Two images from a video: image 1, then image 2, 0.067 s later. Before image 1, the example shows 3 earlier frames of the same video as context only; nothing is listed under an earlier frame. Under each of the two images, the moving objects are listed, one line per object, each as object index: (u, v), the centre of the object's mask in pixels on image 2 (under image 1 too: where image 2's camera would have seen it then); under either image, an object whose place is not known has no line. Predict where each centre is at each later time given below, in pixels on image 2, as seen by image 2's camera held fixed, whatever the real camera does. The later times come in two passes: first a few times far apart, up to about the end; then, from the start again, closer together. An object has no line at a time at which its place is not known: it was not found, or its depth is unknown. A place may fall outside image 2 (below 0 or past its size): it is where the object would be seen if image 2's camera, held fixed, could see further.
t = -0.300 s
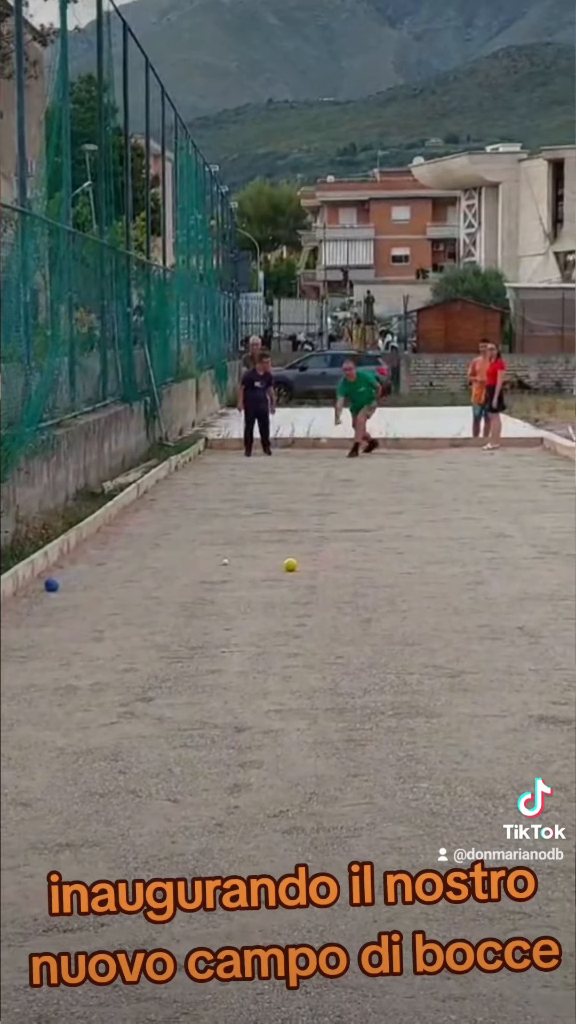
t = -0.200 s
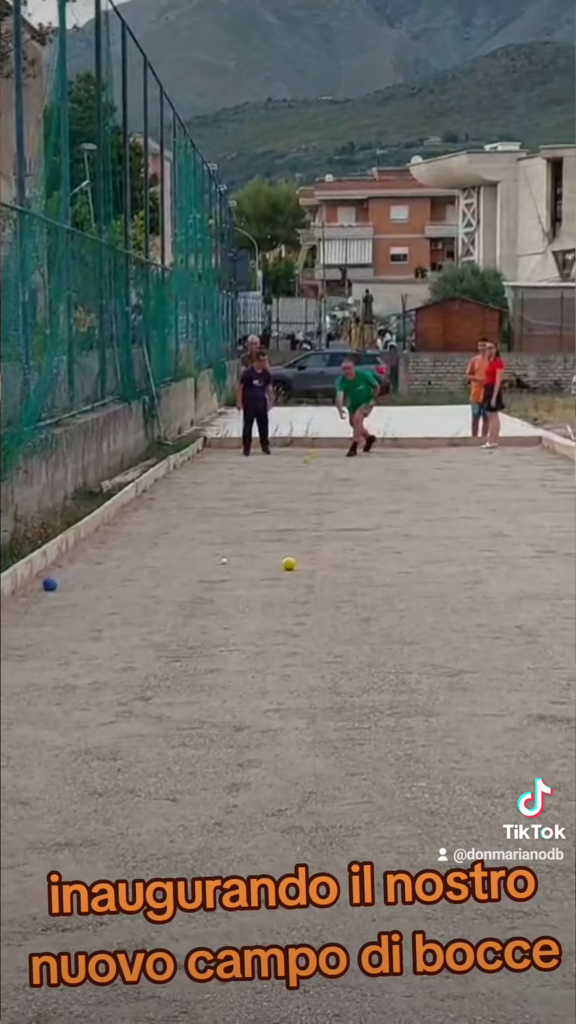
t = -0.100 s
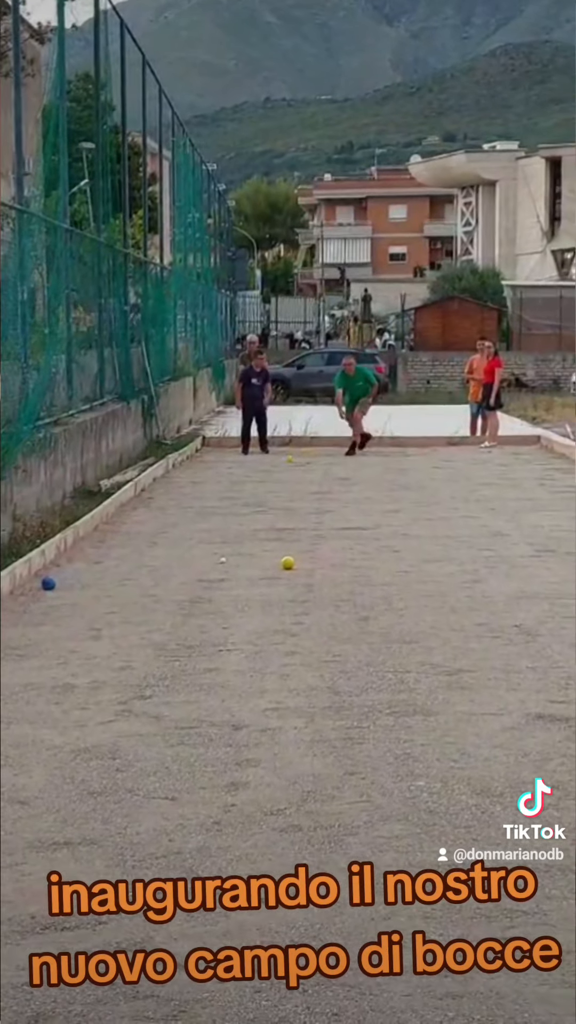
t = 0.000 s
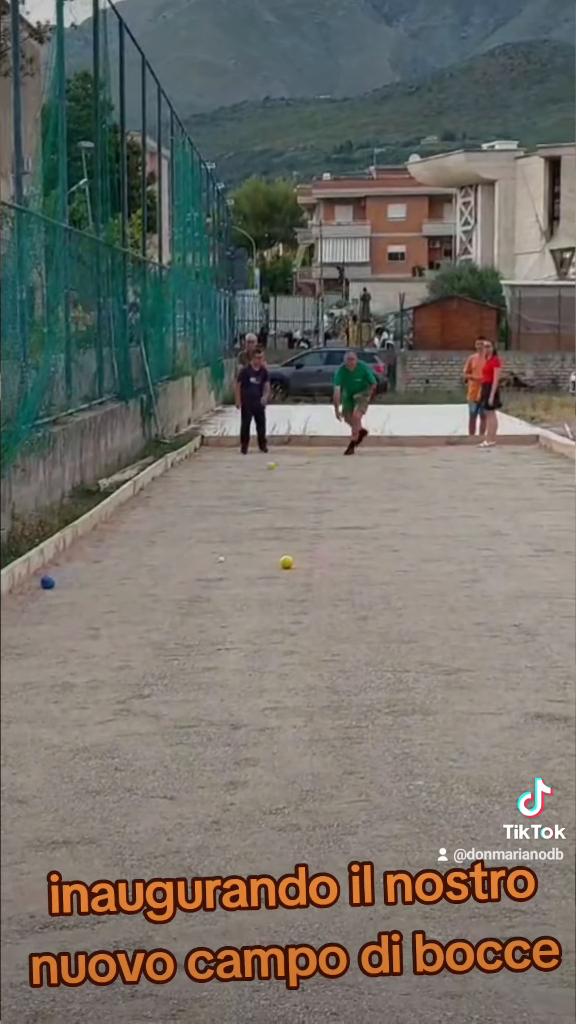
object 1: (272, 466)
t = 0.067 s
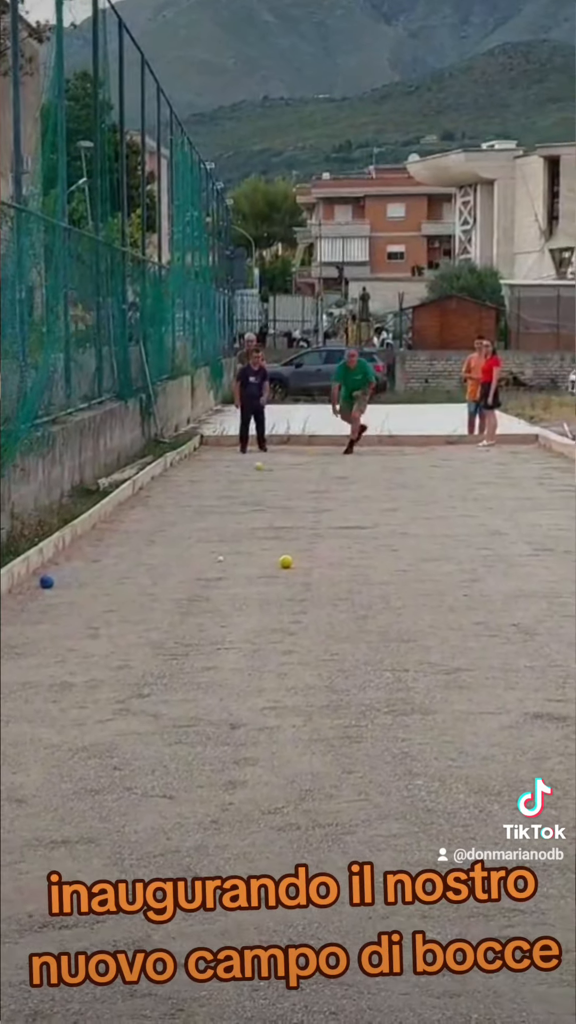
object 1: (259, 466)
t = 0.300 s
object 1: (213, 482)
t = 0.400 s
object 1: (192, 488)
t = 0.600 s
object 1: (143, 505)
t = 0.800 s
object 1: (102, 519)
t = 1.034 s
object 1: (90, 537)
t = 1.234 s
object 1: (76, 547)
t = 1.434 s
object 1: (58, 575)
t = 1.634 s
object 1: (91, 568)
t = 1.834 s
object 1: (130, 591)
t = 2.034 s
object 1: (158, 602)
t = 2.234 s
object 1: (182, 611)
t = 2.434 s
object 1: (206, 622)
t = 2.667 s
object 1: (231, 632)
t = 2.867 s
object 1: (250, 640)
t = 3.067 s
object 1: (266, 647)
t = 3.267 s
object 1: (278, 653)
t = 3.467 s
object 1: (287, 659)
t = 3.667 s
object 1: (293, 664)
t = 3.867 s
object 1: (297, 667)
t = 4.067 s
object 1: (299, 668)
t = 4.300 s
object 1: (298, 669)
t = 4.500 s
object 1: (297, 669)
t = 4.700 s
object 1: (297, 669)
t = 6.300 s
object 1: (296, 669)
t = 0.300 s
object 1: (213, 482)
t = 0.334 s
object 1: (206, 485)
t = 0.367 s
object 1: (199, 486)
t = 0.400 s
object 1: (192, 488)
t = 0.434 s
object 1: (184, 489)
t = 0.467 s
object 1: (175, 494)
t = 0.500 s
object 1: (169, 496)
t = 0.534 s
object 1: (160, 497)
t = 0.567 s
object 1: (151, 501)
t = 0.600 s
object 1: (143, 505)
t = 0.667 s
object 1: (125, 508)
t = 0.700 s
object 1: (114, 512)
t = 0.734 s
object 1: (105, 517)
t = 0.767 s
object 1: (103, 518)
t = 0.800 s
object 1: (102, 519)
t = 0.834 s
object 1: (101, 518)
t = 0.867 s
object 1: (99, 518)
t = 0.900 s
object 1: (97, 520)
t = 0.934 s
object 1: (96, 523)
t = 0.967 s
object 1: (94, 528)
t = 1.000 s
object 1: (92, 535)
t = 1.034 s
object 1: (90, 537)
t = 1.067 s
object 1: (88, 538)
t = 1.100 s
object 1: (86, 542)
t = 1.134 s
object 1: (83, 547)
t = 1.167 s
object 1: (81, 548)
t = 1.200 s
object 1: (79, 547)
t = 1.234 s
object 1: (76, 547)
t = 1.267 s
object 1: (72, 549)
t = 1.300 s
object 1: (70, 552)
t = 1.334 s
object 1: (66, 557)
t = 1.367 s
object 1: (63, 565)
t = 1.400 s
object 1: (60, 574)
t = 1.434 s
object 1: (58, 575)
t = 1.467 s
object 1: (57, 574)
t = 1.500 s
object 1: (62, 568)
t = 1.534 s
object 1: (69, 566)
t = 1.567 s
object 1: (76, 565)
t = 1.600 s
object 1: (84, 566)
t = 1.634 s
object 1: (91, 568)
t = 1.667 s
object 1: (98, 572)
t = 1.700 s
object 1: (106, 578)
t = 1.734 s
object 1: (114, 586)
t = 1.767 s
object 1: (119, 588)
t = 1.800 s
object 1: (124, 589)
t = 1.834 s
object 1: (130, 591)
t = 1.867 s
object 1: (135, 593)
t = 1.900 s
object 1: (141, 594)
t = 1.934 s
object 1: (144, 597)
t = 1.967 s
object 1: (149, 599)
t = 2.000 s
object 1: (154, 600)
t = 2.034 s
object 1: (158, 602)
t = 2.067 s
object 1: (162, 604)
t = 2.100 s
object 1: (167, 605)
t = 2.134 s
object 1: (170, 606)
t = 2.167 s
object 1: (174, 609)
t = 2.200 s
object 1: (178, 610)
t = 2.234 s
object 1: (182, 611)
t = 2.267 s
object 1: (186, 613)
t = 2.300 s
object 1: (190, 615)
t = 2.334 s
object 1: (194, 616)
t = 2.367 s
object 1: (198, 619)
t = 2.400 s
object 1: (202, 620)
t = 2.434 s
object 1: (206, 622)
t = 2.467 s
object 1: (209, 624)
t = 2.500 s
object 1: (213, 625)
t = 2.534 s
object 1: (217, 627)
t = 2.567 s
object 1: (221, 629)
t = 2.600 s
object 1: (224, 630)
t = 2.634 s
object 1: (227, 631)
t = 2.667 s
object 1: (231, 632)
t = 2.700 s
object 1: (234, 631)
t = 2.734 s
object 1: (238, 632)
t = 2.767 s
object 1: (242, 636)
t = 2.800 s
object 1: (245, 637)
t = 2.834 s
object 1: (248, 639)
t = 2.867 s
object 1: (250, 640)
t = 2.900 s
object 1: (254, 642)
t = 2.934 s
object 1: (256, 642)
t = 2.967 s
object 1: (259, 642)
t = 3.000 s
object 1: (262, 643)
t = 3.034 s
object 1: (264, 646)
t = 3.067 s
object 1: (266, 647)
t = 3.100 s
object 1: (269, 648)
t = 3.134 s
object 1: (270, 649)
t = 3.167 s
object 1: (272, 650)
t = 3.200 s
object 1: (274, 651)
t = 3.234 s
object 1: (276, 652)
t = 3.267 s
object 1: (278, 653)
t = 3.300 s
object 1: (279, 654)
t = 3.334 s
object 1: (280, 655)
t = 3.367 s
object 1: (282, 656)
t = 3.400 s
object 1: (284, 657)
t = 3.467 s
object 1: (287, 659)
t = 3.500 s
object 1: (288, 660)
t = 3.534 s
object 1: (290, 661)
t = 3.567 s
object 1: (290, 661)
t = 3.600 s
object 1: (291, 662)
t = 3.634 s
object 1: (293, 663)
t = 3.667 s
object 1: (293, 664)
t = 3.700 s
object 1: (294, 664)
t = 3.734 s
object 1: (295, 665)
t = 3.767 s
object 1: (295, 665)
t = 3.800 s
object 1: (296, 665)
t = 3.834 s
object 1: (296, 666)
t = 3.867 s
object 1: (297, 667)
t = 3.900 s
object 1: (297, 667)
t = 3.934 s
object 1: (298, 668)
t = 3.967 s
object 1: (298, 668)
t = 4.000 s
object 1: (299, 668)
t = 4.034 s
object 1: (299, 668)
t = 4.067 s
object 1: (299, 668)
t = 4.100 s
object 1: (299, 668)
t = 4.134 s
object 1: (299, 669)
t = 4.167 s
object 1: (299, 669)
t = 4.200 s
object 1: (298, 669)
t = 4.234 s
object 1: (298, 669)
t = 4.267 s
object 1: (298, 669)
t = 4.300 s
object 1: (298, 669)
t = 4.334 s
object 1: (298, 669)
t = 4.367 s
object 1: (298, 669)
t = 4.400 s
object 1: (297, 669)
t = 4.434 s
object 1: (297, 669)
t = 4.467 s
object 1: (297, 669)
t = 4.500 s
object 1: (297, 669)
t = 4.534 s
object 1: (297, 669)
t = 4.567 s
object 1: (297, 669)
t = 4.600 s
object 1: (297, 669)
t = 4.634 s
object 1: (297, 669)
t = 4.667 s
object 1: (297, 669)
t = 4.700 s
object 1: (297, 669)
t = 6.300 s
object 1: (296, 669)
